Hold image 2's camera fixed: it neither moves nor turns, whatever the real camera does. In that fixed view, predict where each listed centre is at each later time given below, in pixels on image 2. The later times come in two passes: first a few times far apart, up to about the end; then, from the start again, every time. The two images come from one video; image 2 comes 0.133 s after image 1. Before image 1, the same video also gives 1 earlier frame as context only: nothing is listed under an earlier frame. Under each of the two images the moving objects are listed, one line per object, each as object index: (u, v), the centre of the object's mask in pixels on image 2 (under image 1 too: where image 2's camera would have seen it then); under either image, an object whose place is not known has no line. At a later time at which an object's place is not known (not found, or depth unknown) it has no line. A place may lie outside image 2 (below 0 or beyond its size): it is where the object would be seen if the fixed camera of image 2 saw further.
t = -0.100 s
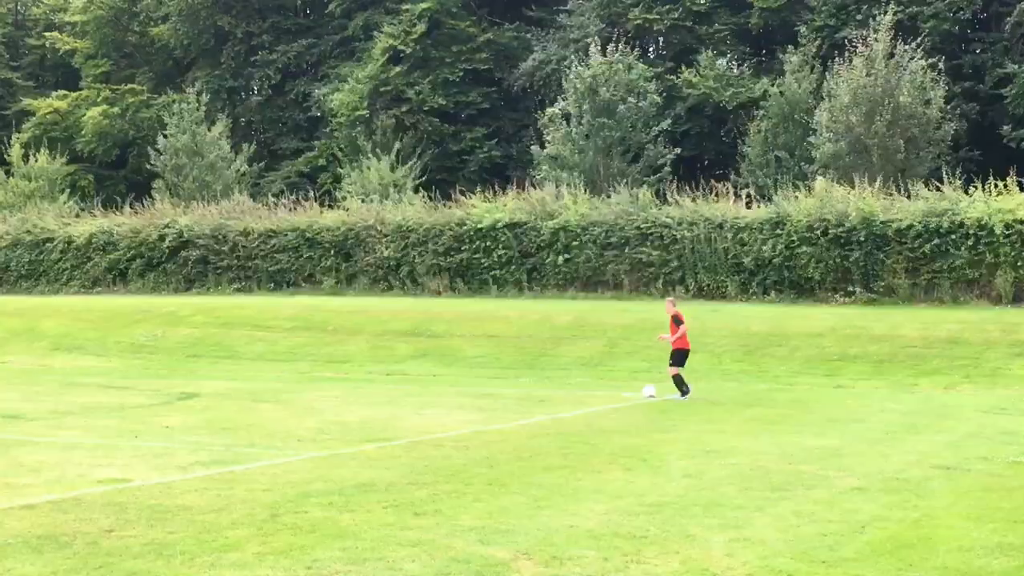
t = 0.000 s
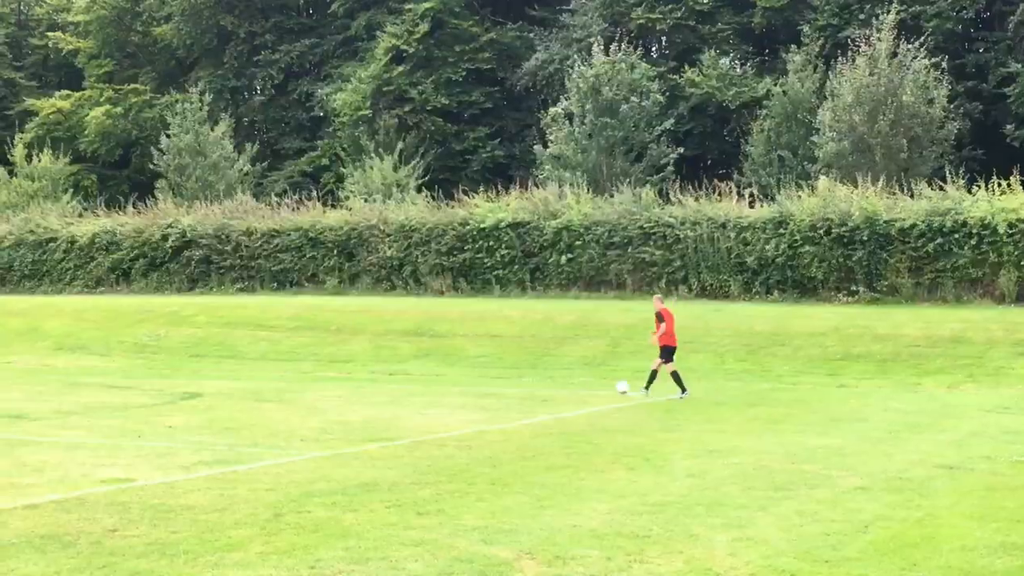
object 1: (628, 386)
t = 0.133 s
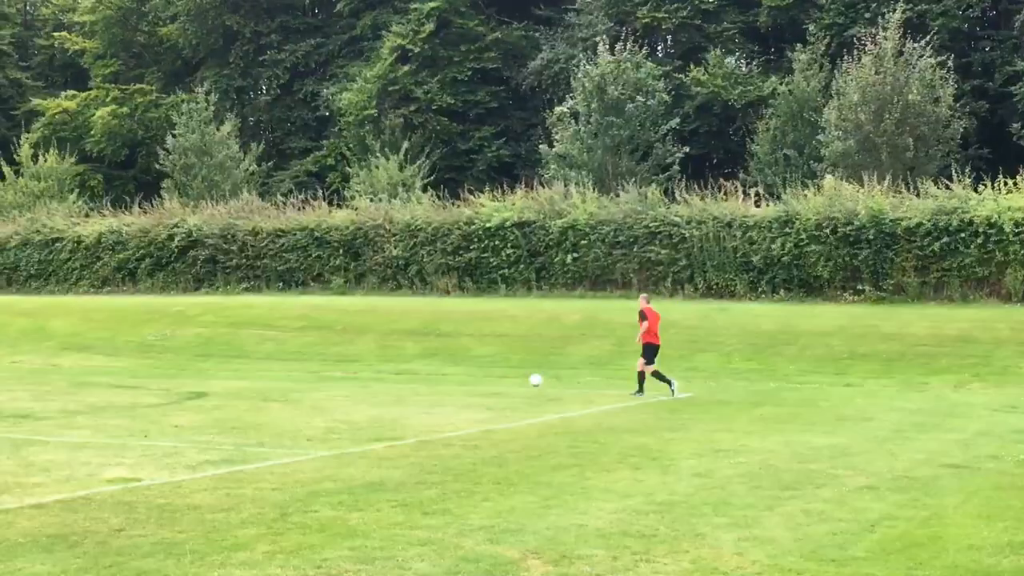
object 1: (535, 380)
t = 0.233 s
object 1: (469, 381)
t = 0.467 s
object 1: (339, 377)
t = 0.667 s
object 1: (244, 380)
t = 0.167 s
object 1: (513, 380)
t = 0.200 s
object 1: (491, 380)
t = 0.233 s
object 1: (469, 381)
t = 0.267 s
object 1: (447, 383)
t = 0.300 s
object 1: (426, 385)
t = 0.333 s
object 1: (408, 383)
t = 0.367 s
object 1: (390, 381)
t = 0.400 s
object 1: (373, 379)
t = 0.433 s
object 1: (356, 378)
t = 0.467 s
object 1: (339, 377)
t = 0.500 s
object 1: (322, 377)
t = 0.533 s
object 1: (306, 378)
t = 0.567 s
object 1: (289, 379)
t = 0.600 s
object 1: (273, 381)
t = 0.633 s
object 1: (257, 382)
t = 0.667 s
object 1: (244, 380)
